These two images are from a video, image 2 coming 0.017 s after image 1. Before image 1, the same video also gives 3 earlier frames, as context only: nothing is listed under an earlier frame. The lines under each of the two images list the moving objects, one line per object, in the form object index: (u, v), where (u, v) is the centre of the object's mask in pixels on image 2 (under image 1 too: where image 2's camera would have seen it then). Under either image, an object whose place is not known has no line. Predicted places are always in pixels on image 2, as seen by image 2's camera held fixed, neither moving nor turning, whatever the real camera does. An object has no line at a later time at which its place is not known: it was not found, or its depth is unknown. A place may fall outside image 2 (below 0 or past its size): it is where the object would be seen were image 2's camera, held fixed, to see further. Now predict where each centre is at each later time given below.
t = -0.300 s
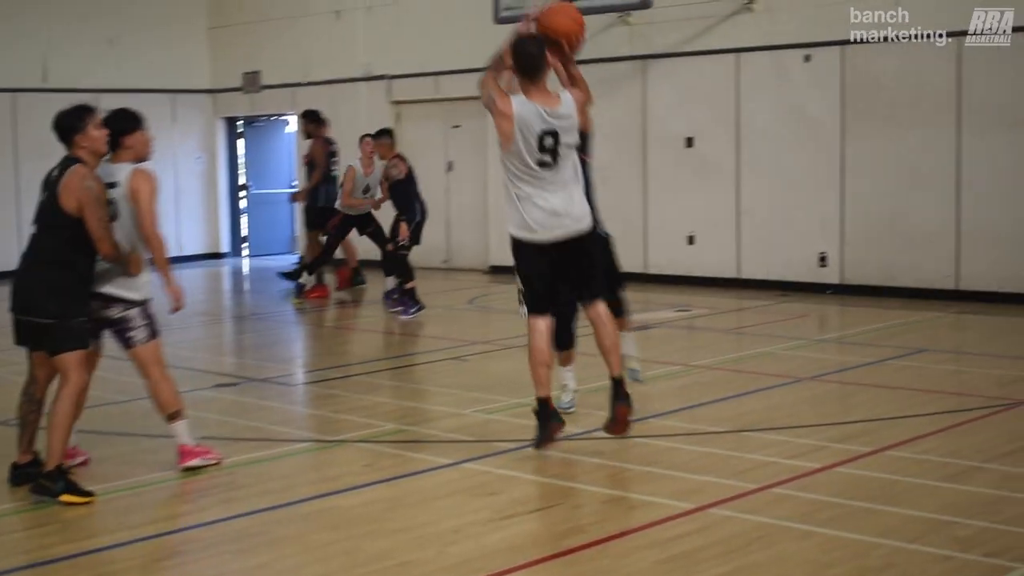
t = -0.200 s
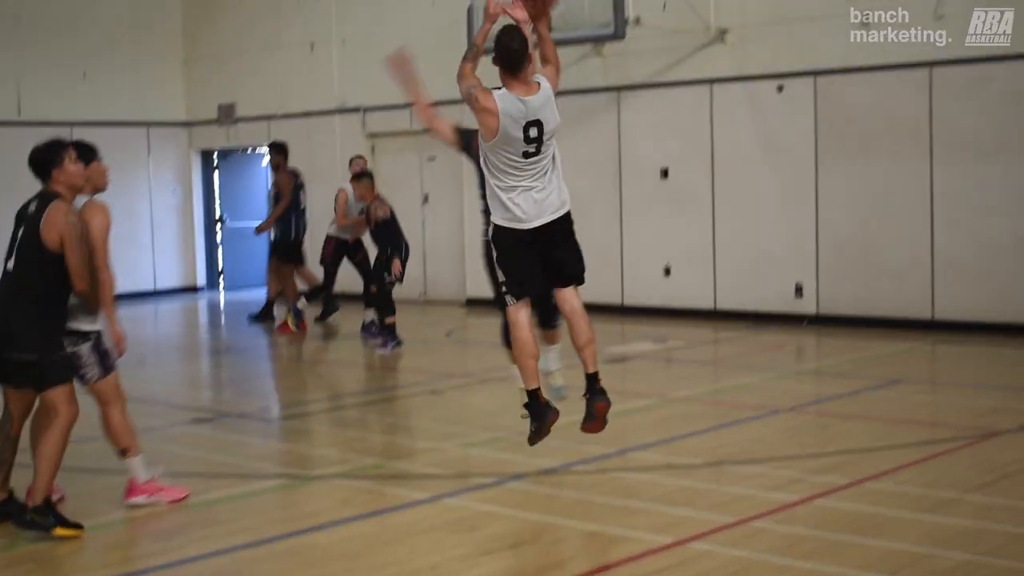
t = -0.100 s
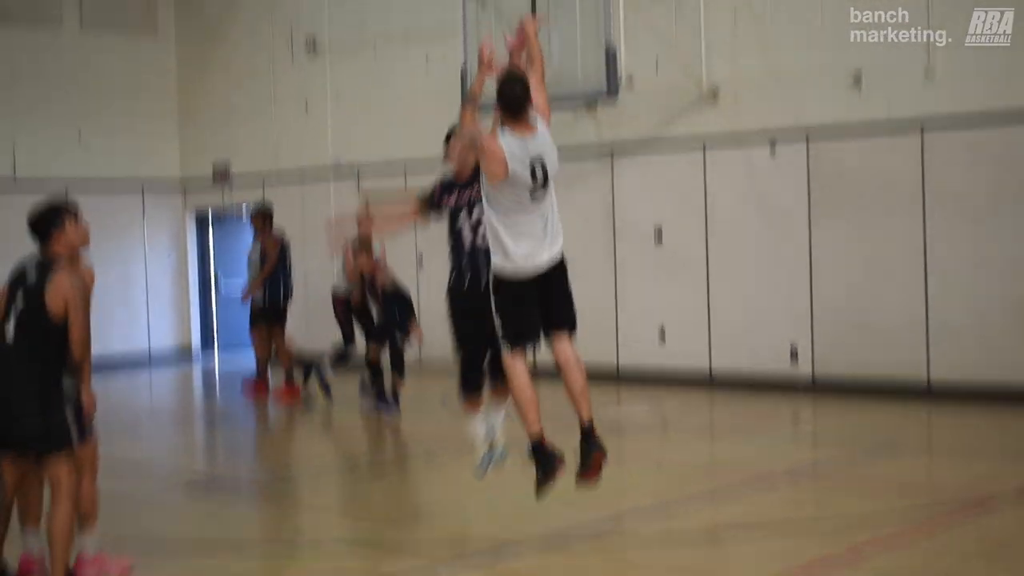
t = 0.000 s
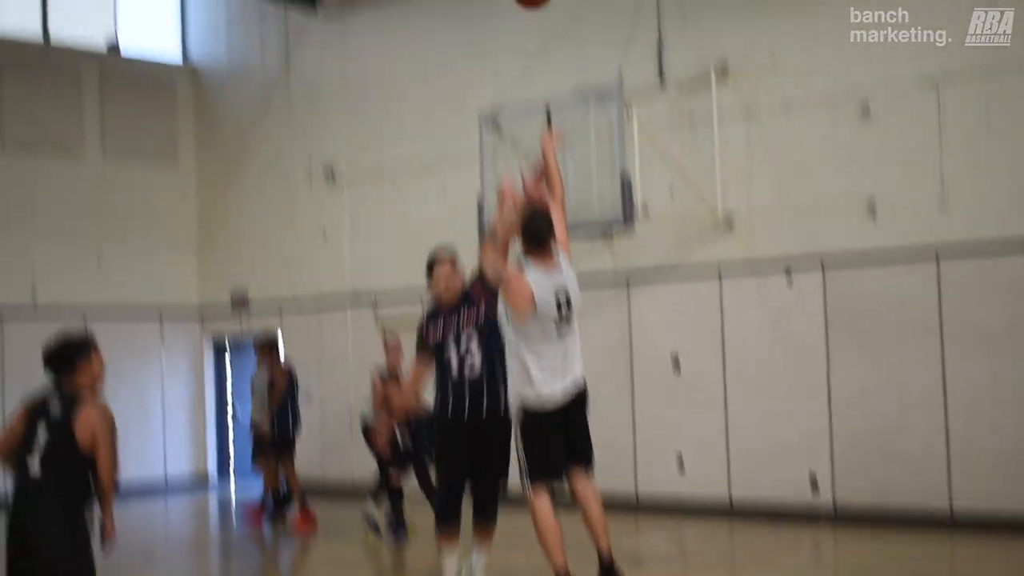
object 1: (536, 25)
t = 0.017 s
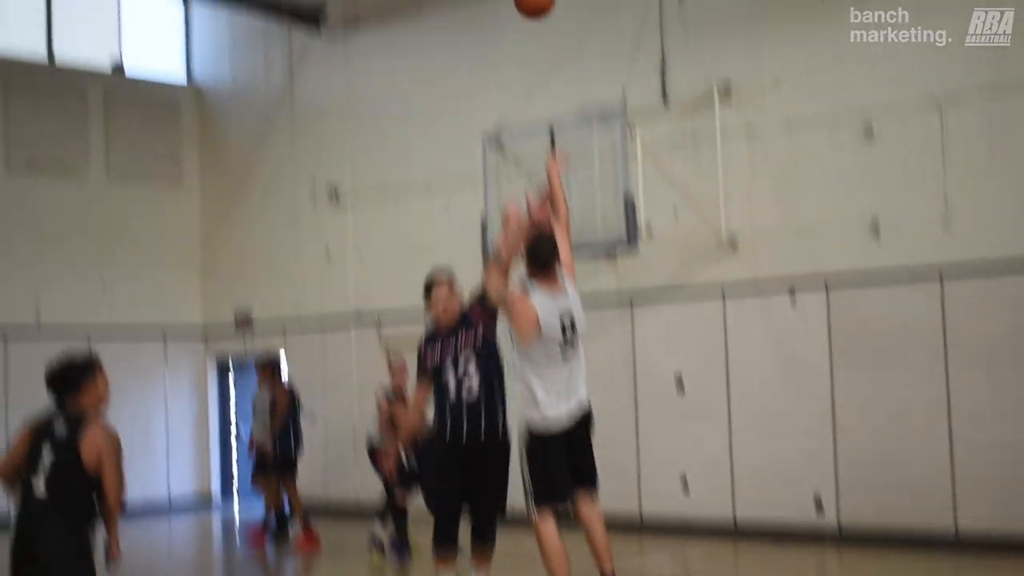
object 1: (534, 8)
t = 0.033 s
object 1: (532, -8)
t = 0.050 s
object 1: (531, -22)
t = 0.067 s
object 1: (531, -31)
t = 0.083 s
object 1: (530, -40)
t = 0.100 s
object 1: (530, -46)
